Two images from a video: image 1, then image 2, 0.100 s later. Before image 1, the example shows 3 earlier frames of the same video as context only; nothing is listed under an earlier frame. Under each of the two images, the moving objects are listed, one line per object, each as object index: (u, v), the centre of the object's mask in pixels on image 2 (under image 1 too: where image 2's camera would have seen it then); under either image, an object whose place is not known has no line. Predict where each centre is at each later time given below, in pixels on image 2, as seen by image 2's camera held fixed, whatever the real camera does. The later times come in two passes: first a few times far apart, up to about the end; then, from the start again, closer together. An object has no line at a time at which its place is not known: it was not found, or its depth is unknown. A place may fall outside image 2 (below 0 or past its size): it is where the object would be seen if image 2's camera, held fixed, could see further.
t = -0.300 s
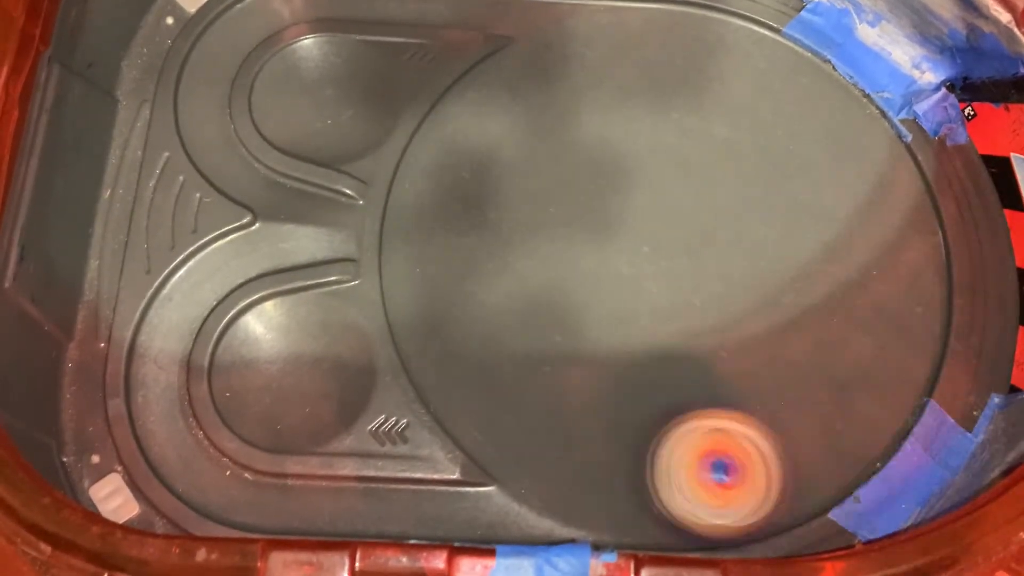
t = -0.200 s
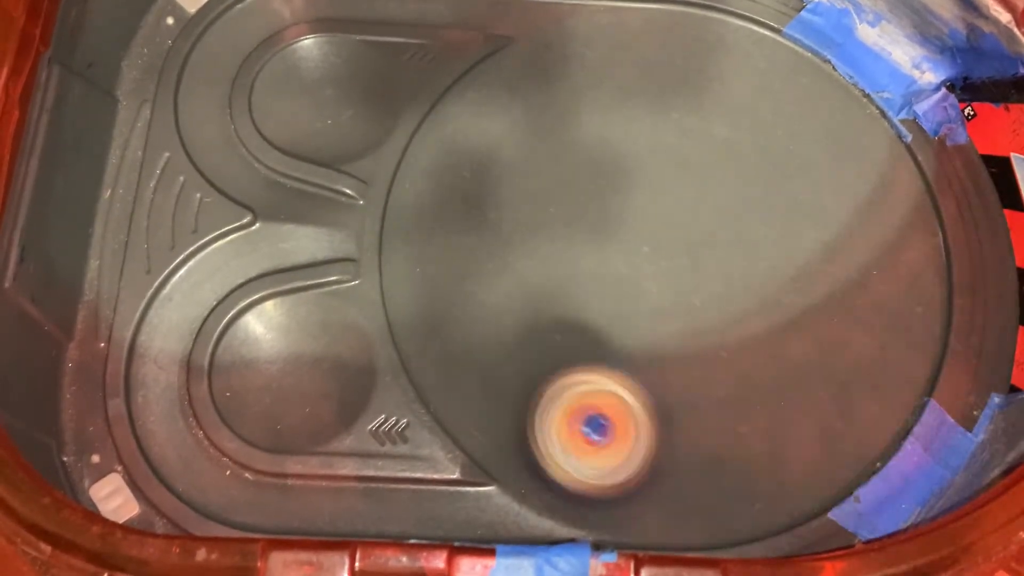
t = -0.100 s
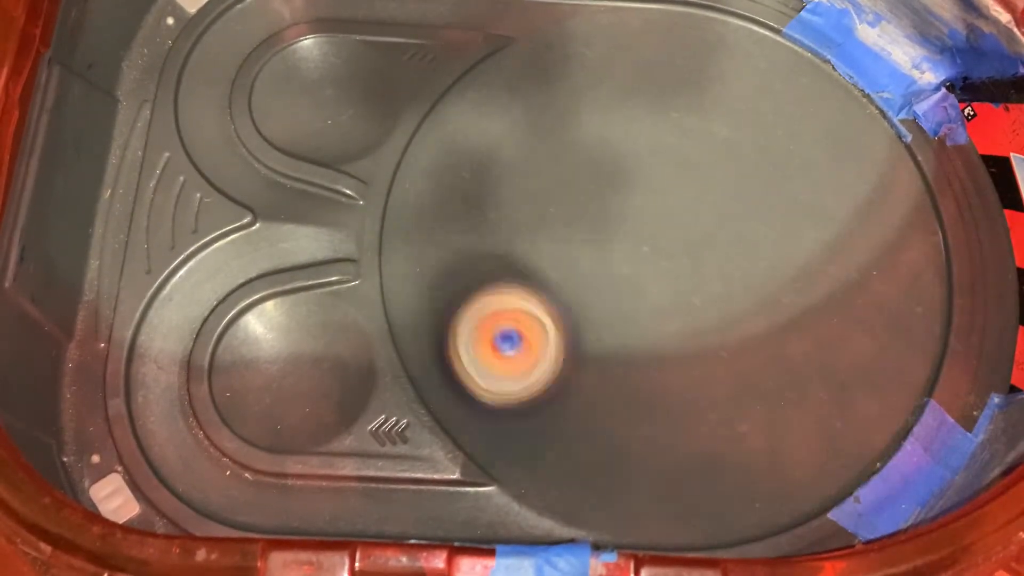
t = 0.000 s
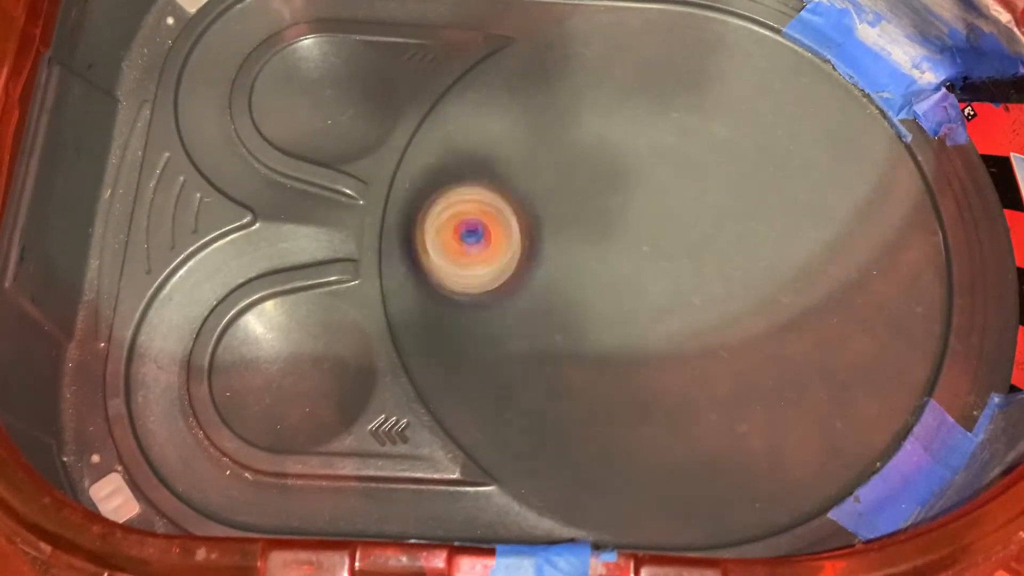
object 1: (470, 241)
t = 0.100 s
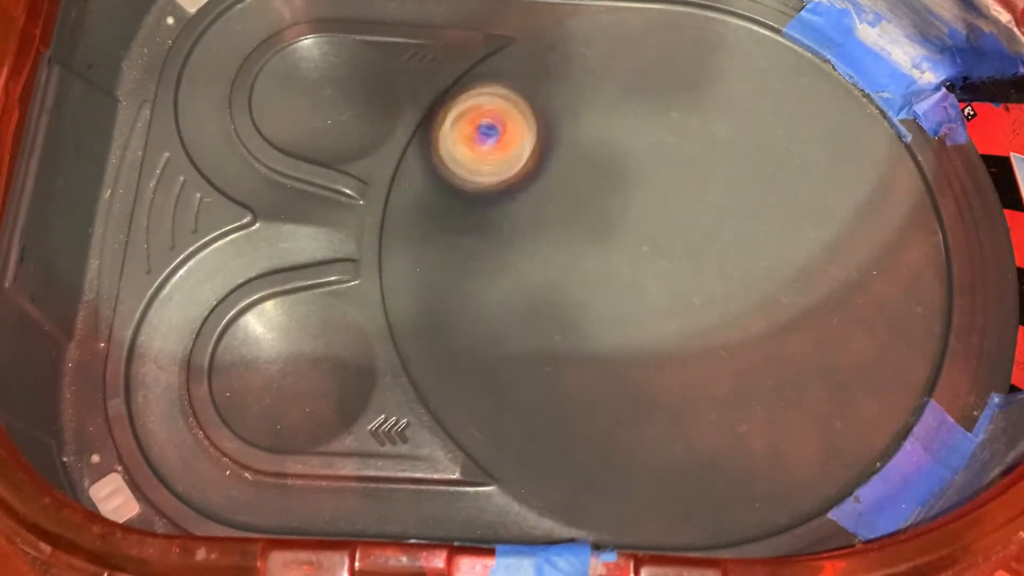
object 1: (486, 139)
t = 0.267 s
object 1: (600, 40)
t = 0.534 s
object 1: (829, 108)
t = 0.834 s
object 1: (783, 377)
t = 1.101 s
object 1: (517, 387)
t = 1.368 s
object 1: (451, 177)
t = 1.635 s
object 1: (656, 104)
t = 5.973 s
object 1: (619, 288)
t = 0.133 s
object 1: (502, 109)
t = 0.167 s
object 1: (522, 84)
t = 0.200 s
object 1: (545, 60)
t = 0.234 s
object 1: (573, 46)
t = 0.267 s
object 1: (600, 40)
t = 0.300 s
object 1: (631, 35)
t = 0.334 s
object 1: (662, 35)
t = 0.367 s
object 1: (694, 35)
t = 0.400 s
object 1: (724, 40)
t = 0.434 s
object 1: (754, 47)
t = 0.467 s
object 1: (784, 61)
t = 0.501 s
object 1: (809, 83)
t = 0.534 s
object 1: (829, 108)
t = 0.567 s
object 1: (845, 136)
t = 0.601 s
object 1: (856, 166)
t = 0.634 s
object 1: (863, 198)
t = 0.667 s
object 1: (865, 235)
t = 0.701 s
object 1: (859, 264)
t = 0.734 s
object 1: (847, 296)
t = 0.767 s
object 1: (831, 327)
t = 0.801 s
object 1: (810, 352)
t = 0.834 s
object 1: (783, 377)
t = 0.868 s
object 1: (755, 396)
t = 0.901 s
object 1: (723, 410)
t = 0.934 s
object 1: (689, 420)
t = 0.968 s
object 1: (653, 424)
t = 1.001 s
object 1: (616, 422)
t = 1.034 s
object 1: (582, 416)
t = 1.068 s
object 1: (548, 404)
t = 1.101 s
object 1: (517, 387)
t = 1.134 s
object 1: (491, 365)
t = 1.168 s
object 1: (470, 342)
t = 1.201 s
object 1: (453, 317)
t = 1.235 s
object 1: (441, 290)
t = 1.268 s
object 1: (435, 259)
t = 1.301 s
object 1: (436, 230)
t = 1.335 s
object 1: (442, 203)
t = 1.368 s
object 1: (451, 177)
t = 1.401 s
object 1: (467, 154)
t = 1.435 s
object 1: (487, 133)
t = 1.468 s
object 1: (511, 116)
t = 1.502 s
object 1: (537, 106)
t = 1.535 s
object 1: (565, 99)
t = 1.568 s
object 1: (596, 97)
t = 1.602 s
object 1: (624, 98)
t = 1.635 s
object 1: (656, 104)
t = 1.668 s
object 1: (684, 112)
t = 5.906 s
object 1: (653, 304)
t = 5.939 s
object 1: (636, 296)
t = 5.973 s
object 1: (619, 288)
